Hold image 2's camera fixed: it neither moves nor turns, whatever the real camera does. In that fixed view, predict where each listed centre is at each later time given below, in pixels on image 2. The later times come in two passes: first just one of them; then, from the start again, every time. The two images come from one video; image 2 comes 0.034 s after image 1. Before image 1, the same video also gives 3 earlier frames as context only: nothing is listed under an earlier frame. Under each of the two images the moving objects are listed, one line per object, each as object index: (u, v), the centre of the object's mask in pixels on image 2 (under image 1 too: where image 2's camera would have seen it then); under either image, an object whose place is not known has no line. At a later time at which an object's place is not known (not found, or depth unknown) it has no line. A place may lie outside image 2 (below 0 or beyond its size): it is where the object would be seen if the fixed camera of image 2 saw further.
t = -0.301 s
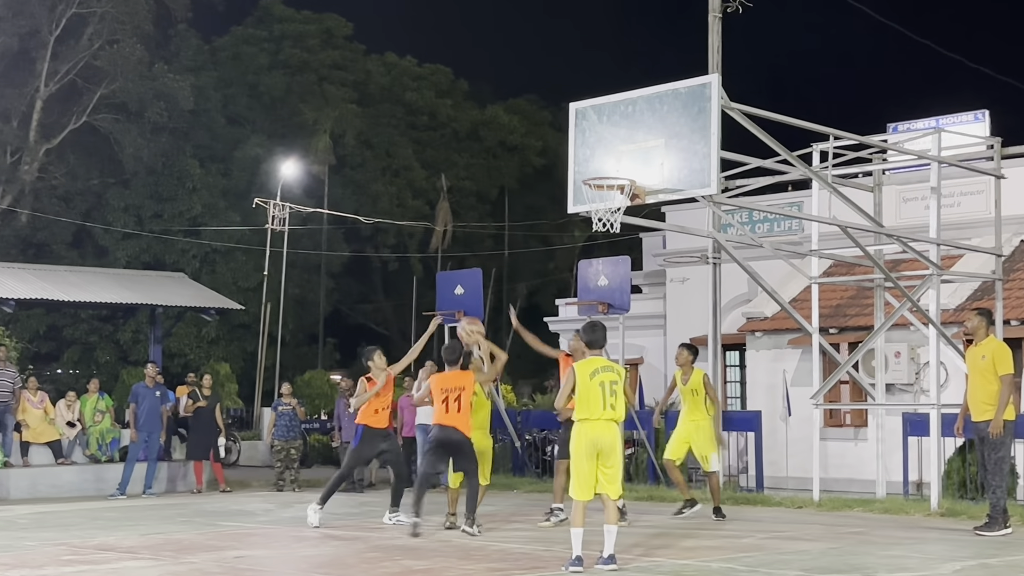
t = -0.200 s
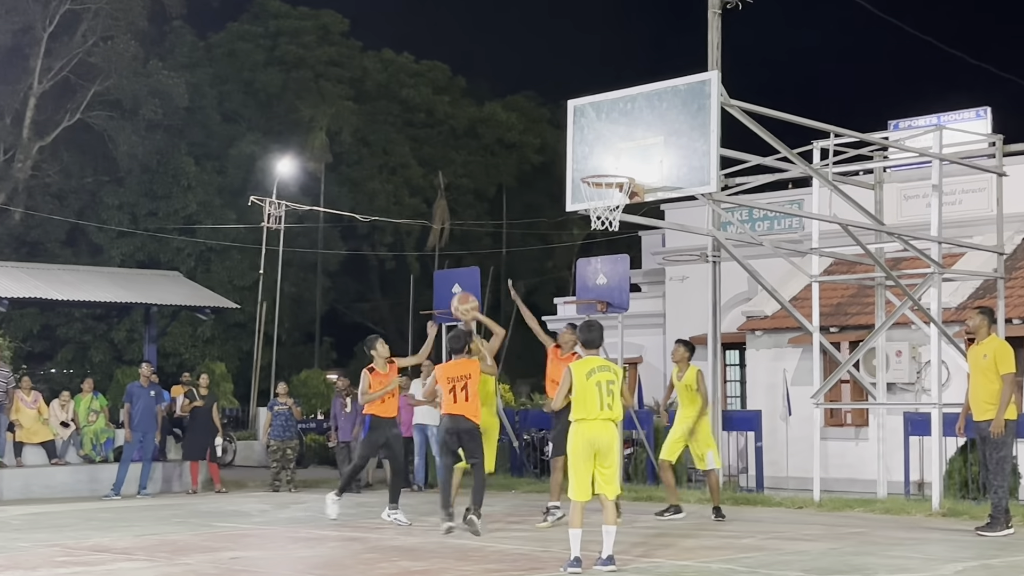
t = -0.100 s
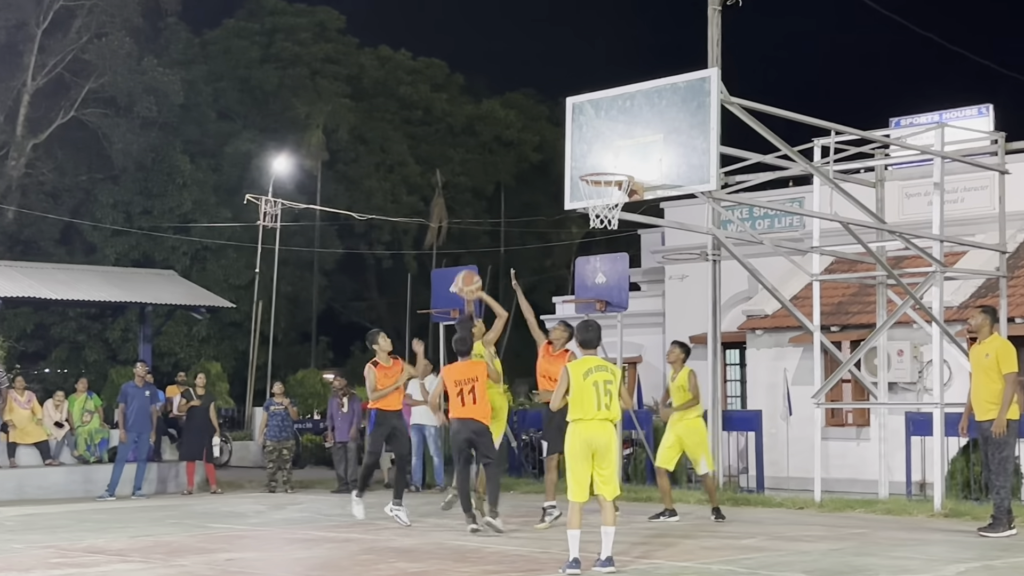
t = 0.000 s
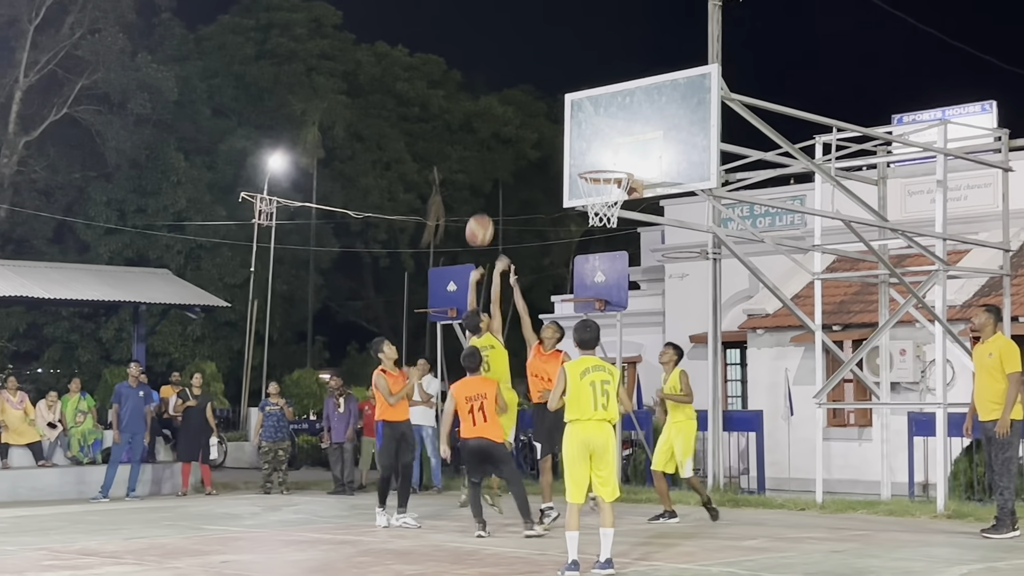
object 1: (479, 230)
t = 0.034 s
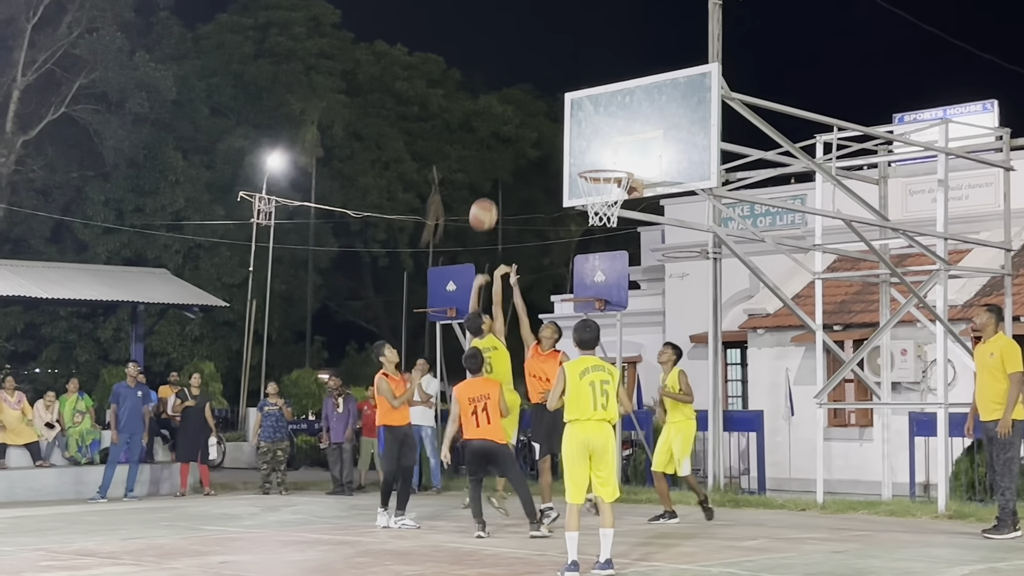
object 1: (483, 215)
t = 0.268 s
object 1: (512, 147)
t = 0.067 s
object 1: (488, 201)
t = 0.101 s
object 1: (492, 189)
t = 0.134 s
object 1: (496, 178)
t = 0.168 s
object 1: (500, 168)
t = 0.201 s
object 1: (504, 160)
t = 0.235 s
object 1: (508, 153)
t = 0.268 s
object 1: (512, 147)
